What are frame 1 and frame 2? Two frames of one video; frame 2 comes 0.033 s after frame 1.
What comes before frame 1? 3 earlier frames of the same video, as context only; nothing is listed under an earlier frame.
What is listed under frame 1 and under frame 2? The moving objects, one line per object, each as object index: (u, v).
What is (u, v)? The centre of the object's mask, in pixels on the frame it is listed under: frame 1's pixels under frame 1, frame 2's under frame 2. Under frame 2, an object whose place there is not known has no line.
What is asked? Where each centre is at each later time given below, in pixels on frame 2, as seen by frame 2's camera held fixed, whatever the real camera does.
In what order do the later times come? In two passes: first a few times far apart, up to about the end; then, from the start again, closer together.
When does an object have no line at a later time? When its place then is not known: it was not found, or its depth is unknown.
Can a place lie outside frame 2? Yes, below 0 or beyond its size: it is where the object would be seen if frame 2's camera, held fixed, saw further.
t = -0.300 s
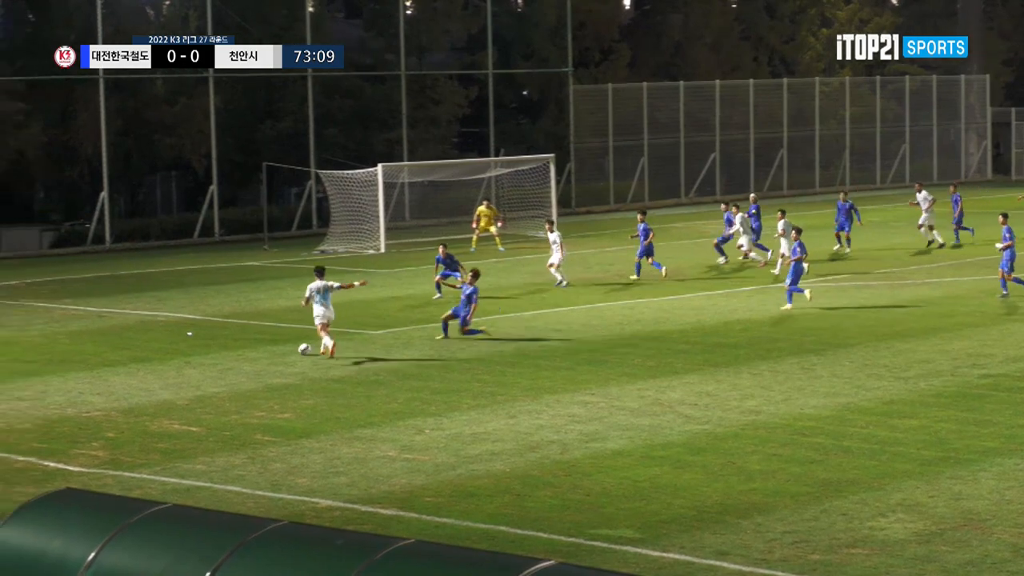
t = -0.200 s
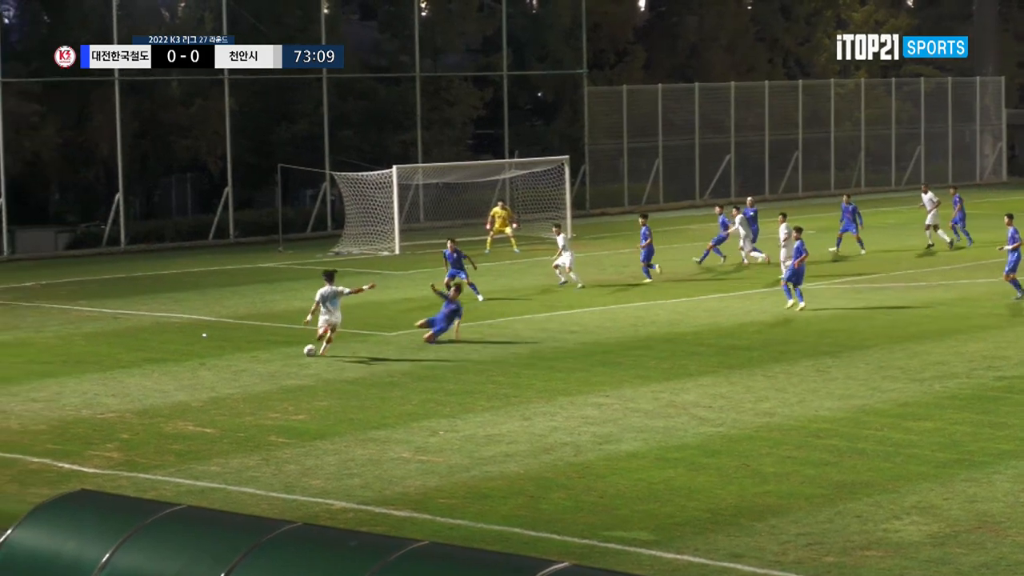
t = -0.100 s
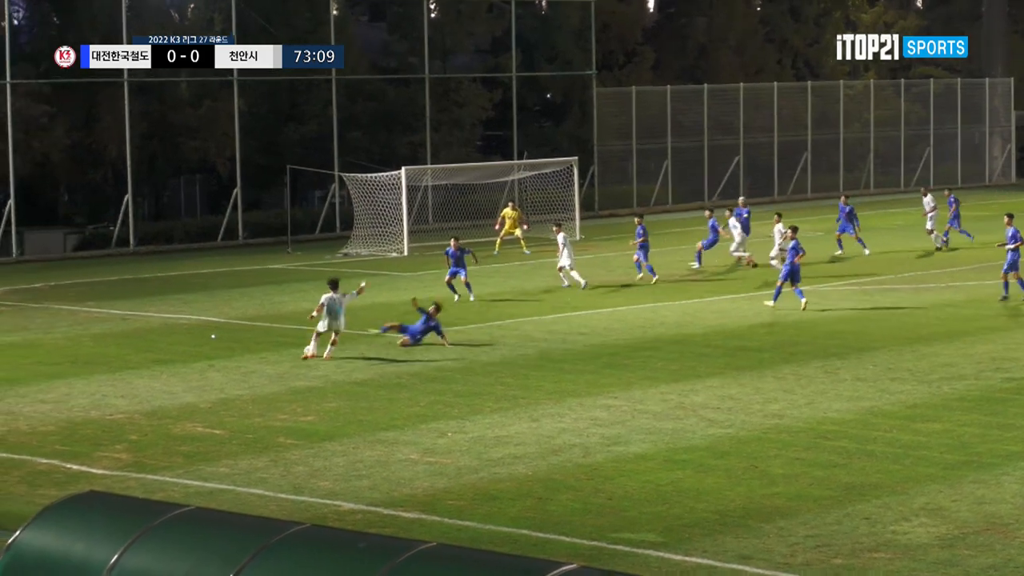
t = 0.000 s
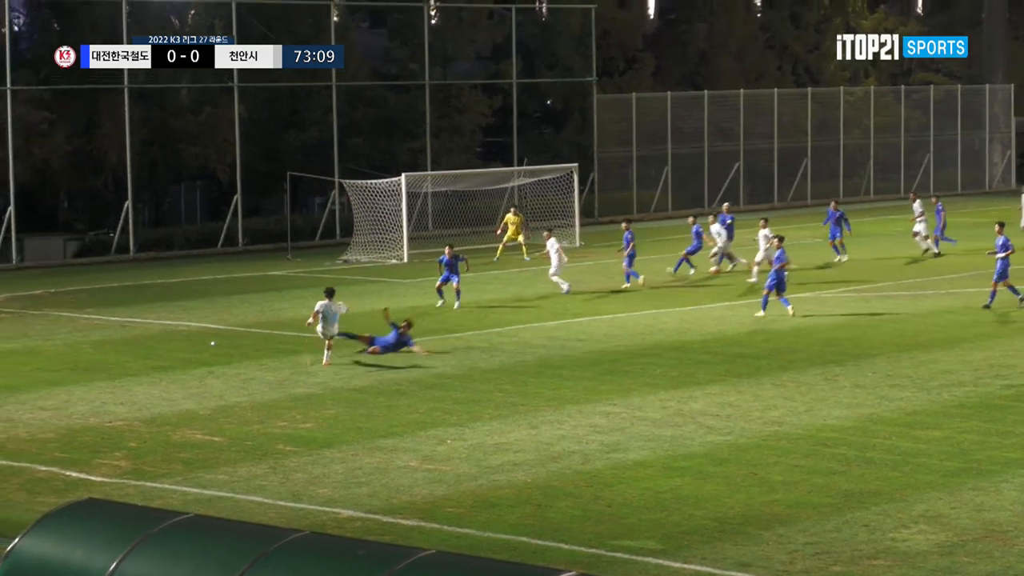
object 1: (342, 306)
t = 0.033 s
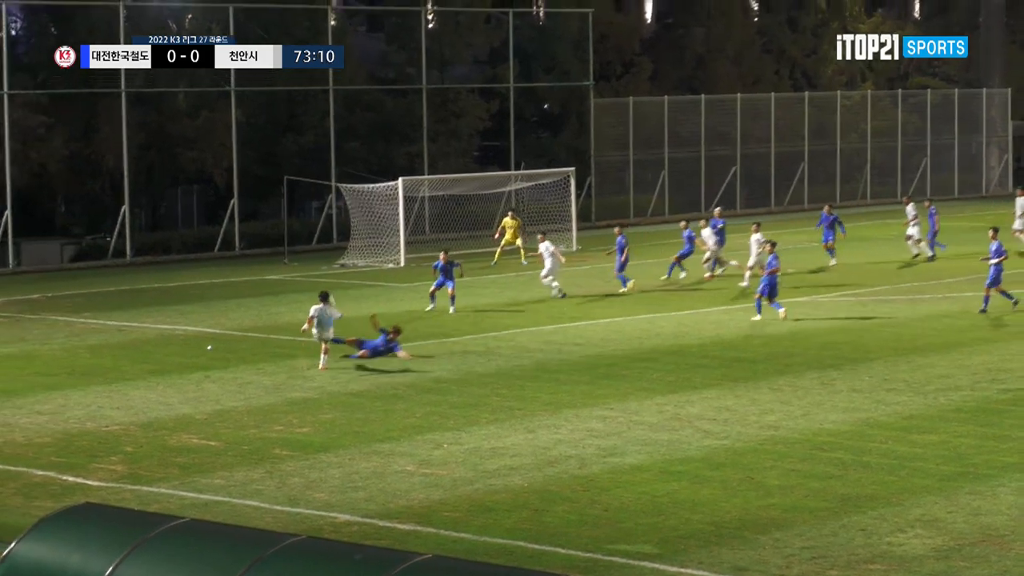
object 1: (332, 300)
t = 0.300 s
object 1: (326, 177)
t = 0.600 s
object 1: (335, 109)
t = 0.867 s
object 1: (349, 96)
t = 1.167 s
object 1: (365, 123)
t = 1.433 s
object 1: (378, 178)
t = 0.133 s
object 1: (326, 246)
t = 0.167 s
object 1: (325, 230)
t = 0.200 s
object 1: (326, 215)
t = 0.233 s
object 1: (326, 201)
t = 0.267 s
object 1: (325, 188)
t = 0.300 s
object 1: (326, 177)
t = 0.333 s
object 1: (327, 166)
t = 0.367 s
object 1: (327, 156)
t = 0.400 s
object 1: (328, 147)
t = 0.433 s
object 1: (329, 138)
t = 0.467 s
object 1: (331, 131)
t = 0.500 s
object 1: (332, 124)
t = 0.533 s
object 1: (333, 118)
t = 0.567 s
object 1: (334, 113)
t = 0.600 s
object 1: (335, 109)
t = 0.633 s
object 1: (337, 105)
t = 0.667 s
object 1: (339, 101)
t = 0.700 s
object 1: (340, 99)
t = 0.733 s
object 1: (342, 97)
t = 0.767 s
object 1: (343, 96)
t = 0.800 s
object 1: (345, 95)
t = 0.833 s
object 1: (347, 95)
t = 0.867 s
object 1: (349, 96)
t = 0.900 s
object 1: (350, 97)
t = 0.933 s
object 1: (352, 98)
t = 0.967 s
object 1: (354, 100)
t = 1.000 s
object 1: (356, 103)
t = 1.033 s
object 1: (358, 106)
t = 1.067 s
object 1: (359, 110)
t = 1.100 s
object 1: (361, 114)
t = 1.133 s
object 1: (363, 118)
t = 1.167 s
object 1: (365, 123)
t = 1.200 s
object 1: (367, 129)
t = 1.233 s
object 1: (369, 135)
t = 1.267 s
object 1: (370, 141)
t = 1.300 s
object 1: (372, 148)
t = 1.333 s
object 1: (374, 156)
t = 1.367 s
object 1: (375, 163)
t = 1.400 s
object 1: (377, 170)
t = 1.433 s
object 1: (378, 178)
